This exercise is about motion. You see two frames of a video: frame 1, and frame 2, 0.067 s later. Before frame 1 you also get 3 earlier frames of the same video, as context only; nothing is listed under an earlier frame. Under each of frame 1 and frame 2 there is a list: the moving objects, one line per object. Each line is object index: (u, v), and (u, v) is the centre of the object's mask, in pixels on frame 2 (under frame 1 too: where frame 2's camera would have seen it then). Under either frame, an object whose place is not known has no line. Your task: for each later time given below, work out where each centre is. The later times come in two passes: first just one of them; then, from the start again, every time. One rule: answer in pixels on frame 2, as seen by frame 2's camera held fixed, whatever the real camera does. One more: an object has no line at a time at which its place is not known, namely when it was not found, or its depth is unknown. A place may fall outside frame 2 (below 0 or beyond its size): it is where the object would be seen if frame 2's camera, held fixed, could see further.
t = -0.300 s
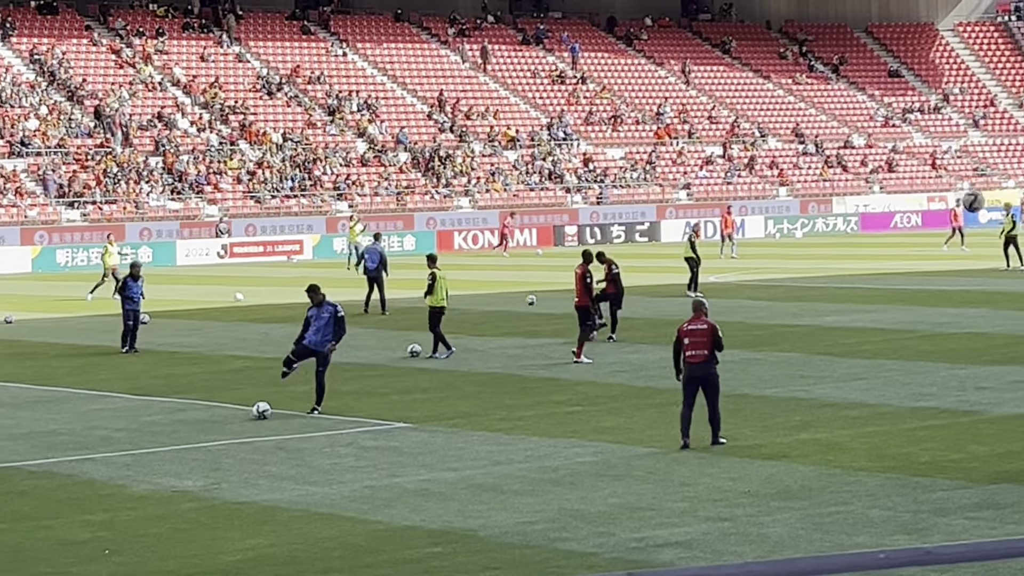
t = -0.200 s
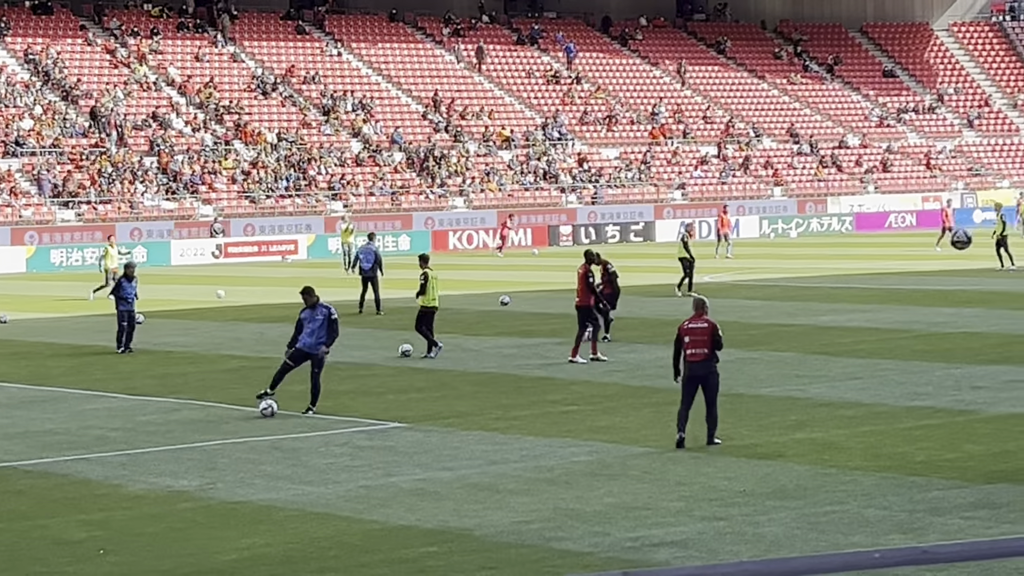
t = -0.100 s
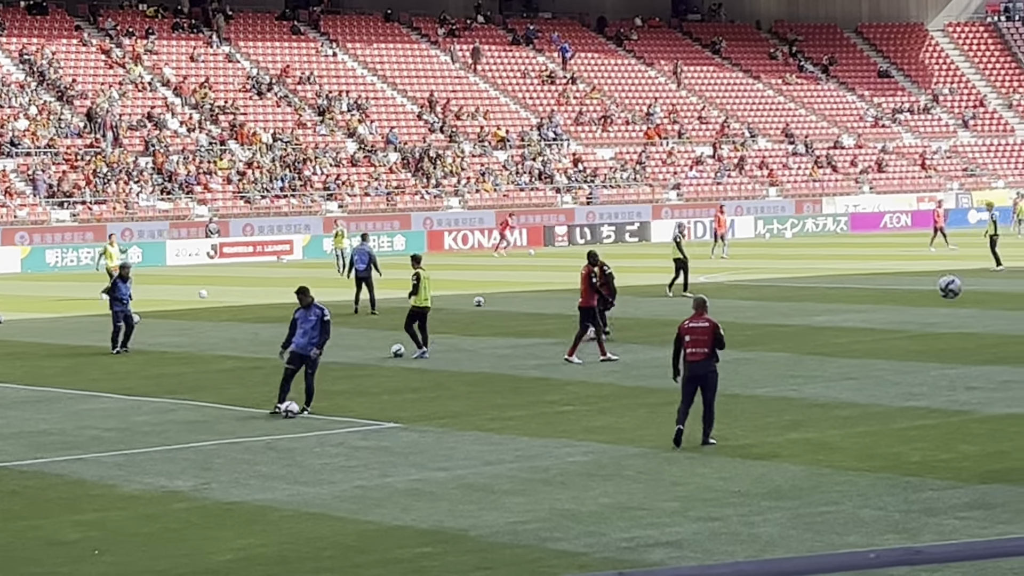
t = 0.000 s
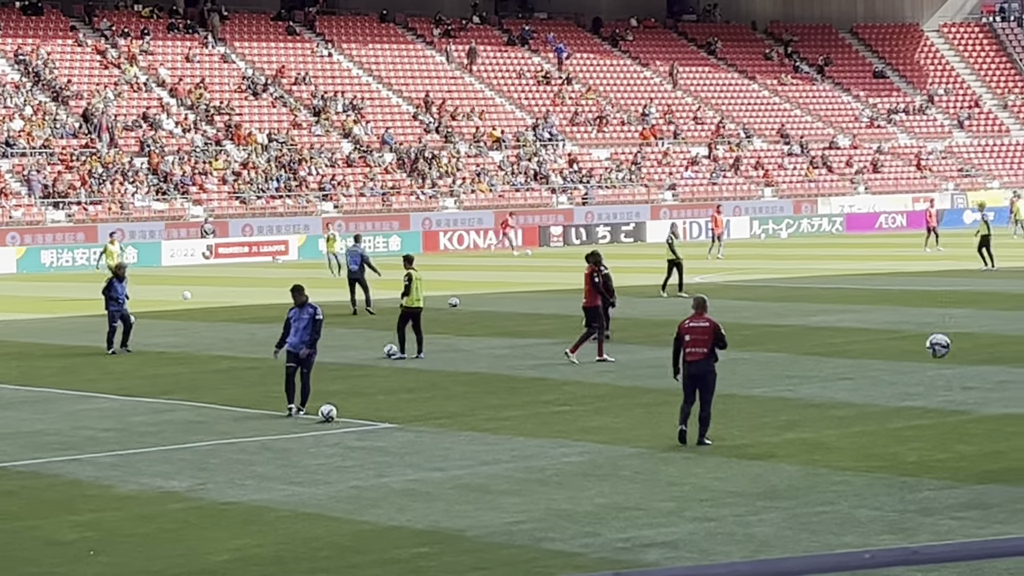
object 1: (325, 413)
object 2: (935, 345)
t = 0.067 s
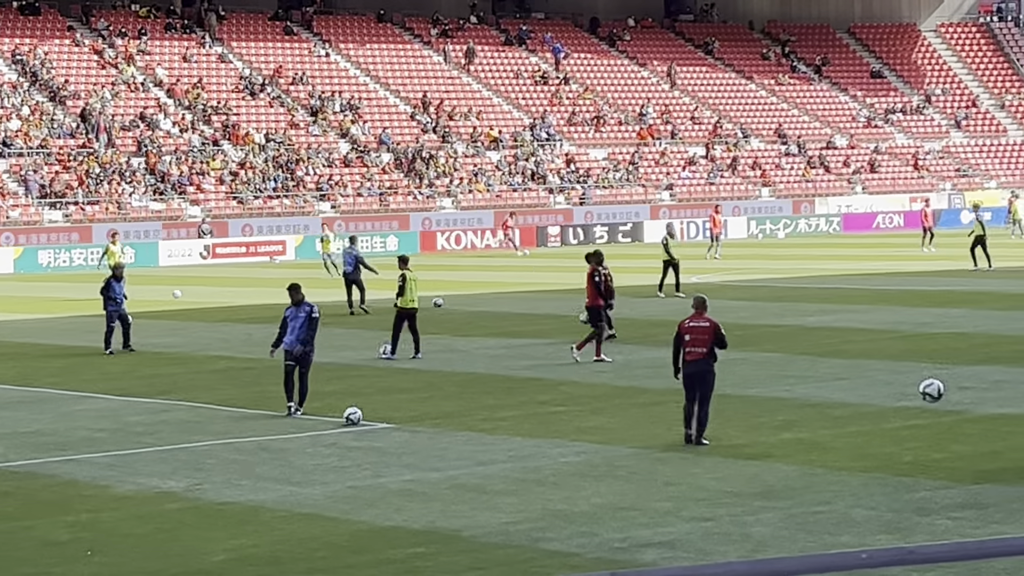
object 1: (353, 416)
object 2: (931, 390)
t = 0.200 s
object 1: (406, 420)
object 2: (923, 483)
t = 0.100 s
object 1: (366, 417)
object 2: (929, 415)
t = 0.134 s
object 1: (380, 418)
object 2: (927, 440)
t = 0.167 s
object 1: (393, 419)
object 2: (926, 466)
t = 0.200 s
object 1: (406, 420)
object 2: (923, 483)
